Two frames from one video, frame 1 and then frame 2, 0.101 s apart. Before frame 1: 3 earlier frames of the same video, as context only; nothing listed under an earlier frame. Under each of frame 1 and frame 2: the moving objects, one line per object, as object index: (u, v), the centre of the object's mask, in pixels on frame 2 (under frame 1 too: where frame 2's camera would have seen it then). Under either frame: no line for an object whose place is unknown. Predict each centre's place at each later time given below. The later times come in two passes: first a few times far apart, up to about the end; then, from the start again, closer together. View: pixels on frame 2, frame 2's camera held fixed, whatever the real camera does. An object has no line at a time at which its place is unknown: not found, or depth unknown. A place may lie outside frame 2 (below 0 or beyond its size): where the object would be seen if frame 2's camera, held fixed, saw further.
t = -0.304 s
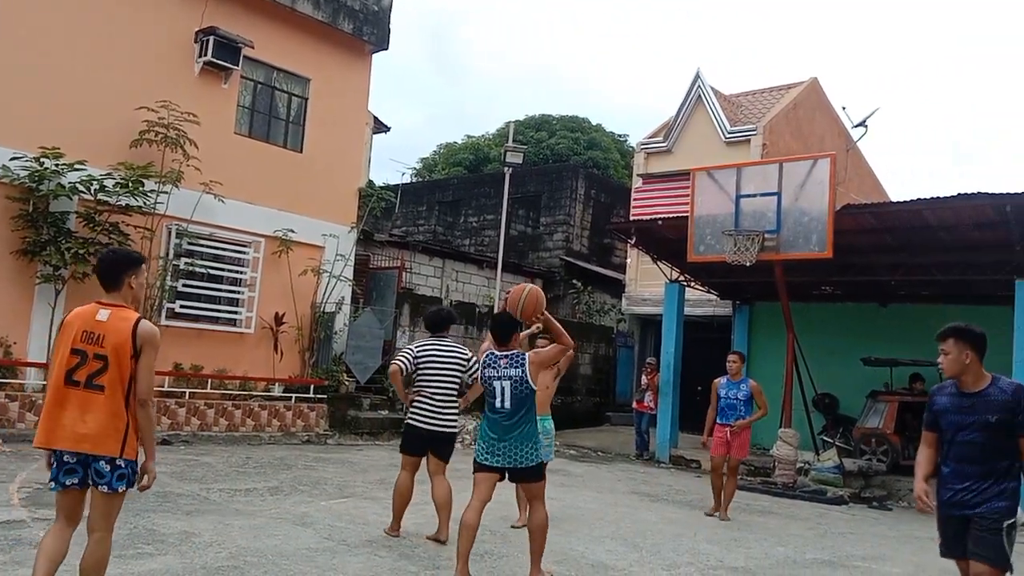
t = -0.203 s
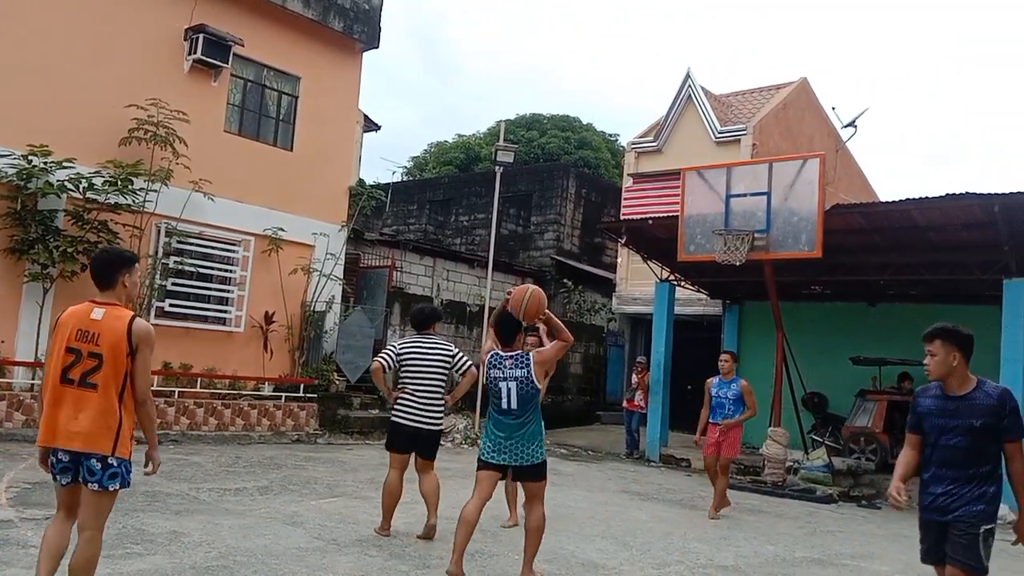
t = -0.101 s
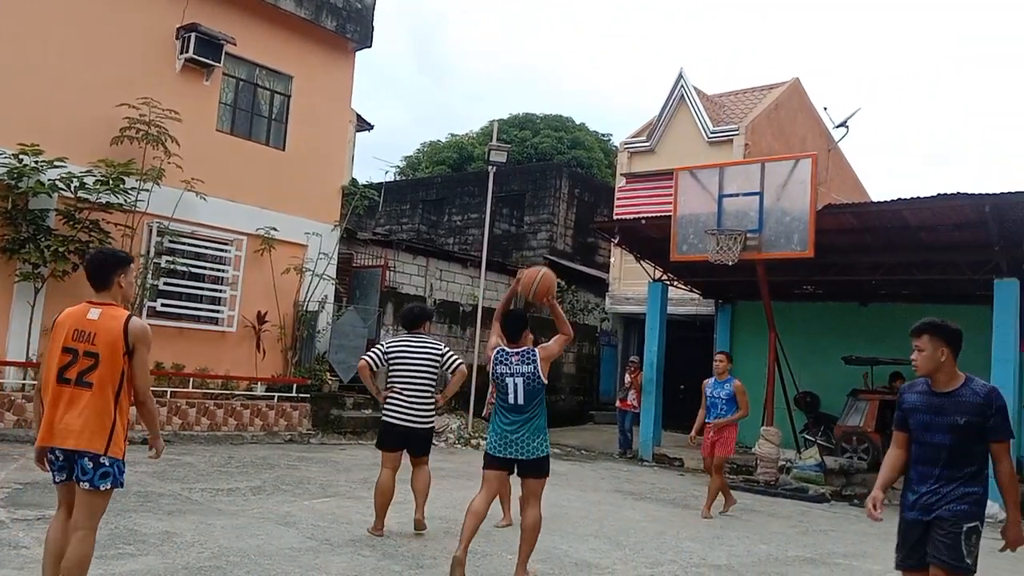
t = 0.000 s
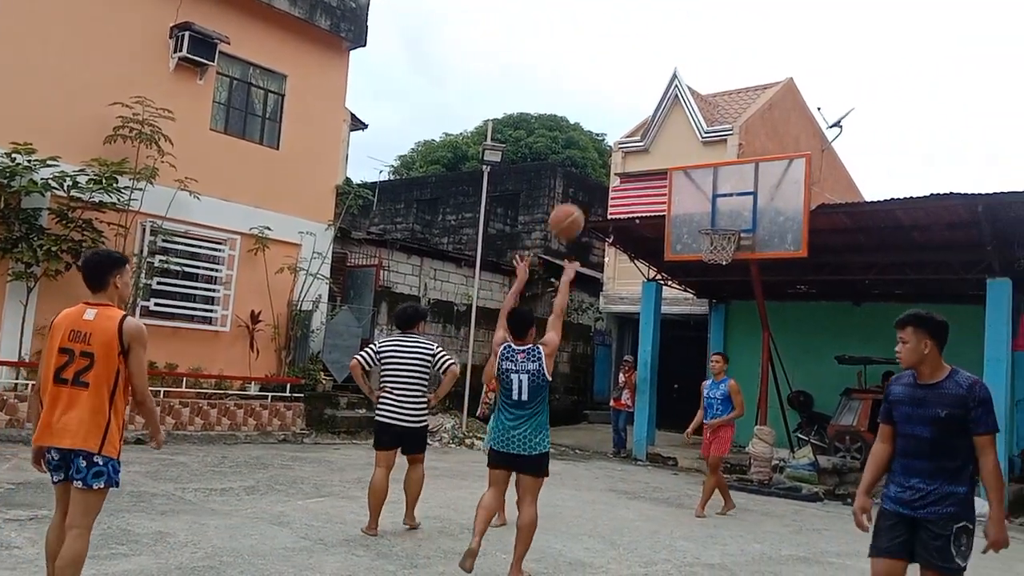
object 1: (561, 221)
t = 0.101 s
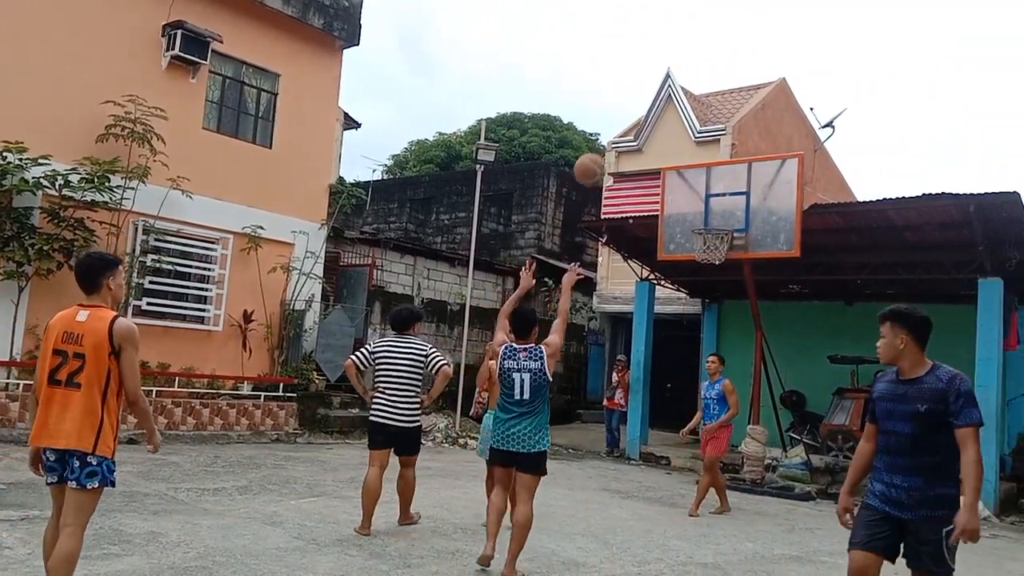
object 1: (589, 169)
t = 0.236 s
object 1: (624, 130)
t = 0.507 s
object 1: (669, 121)
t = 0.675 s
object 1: (687, 151)
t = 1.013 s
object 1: (713, 230)
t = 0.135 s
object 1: (598, 156)
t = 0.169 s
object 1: (607, 146)
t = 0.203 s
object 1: (615, 138)
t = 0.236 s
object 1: (624, 130)
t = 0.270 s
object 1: (630, 125)
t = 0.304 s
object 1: (636, 121)
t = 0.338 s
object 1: (643, 118)
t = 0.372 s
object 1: (649, 116)
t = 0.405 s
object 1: (654, 116)
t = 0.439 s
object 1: (659, 117)
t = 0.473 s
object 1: (664, 119)
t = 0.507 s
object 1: (669, 121)
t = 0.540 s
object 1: (672, 126)
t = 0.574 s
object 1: (676, 132)
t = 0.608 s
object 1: (679, 137)
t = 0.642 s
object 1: (683, 143)
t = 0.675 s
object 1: (687, 151)
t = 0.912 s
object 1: (703, 220)
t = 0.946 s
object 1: (706, 223)
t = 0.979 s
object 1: (710, 227)
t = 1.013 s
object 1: (713, 230)
